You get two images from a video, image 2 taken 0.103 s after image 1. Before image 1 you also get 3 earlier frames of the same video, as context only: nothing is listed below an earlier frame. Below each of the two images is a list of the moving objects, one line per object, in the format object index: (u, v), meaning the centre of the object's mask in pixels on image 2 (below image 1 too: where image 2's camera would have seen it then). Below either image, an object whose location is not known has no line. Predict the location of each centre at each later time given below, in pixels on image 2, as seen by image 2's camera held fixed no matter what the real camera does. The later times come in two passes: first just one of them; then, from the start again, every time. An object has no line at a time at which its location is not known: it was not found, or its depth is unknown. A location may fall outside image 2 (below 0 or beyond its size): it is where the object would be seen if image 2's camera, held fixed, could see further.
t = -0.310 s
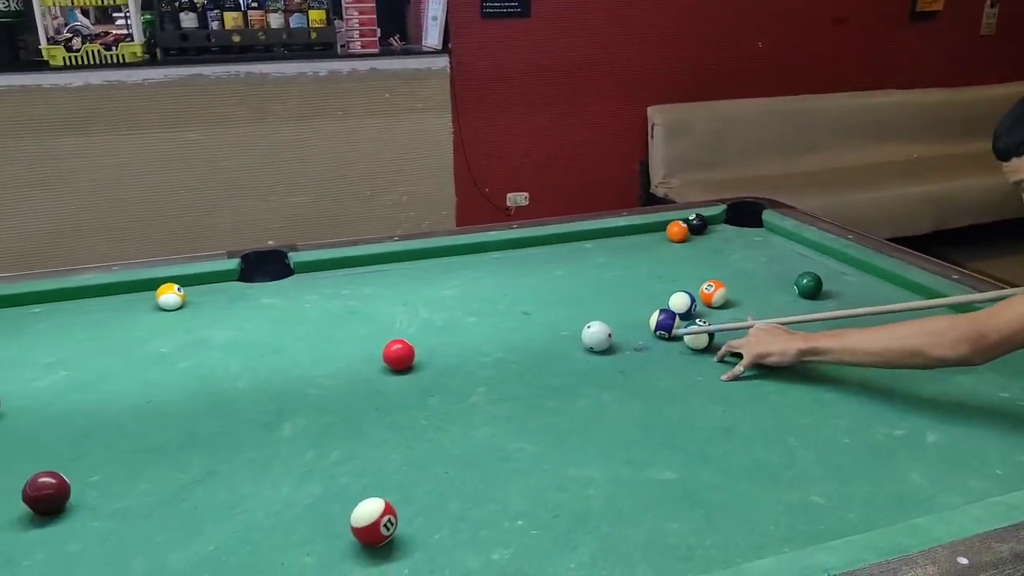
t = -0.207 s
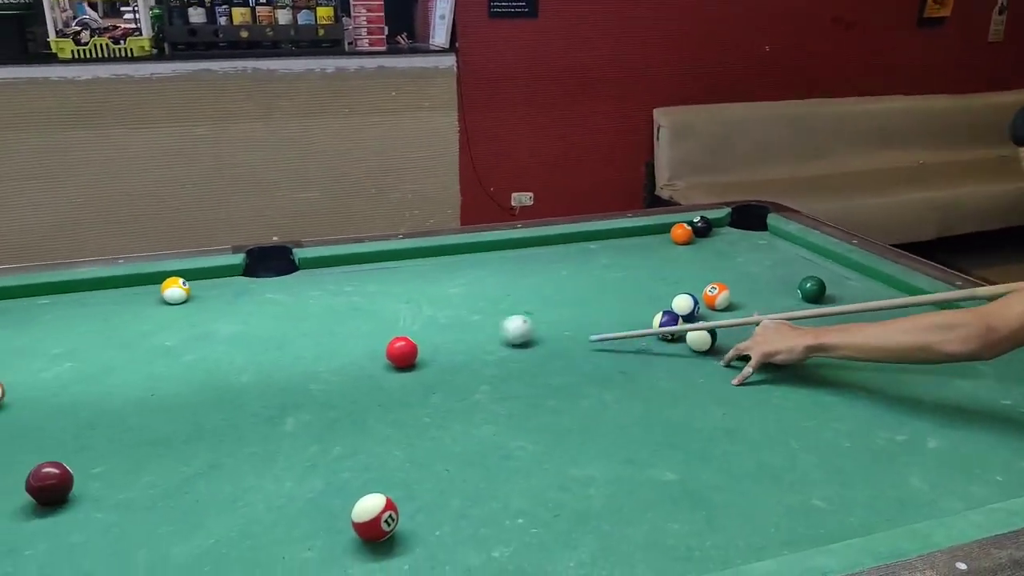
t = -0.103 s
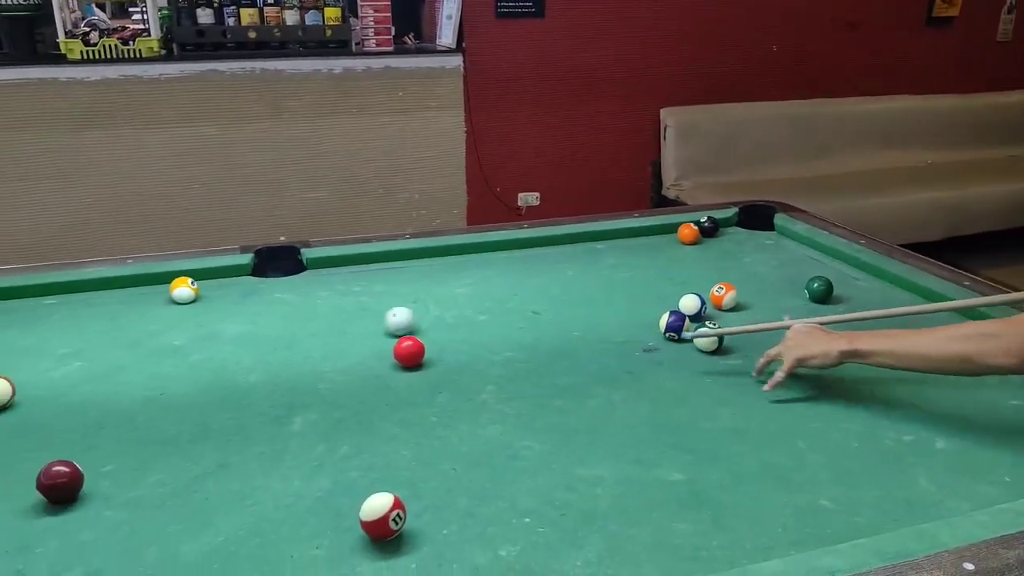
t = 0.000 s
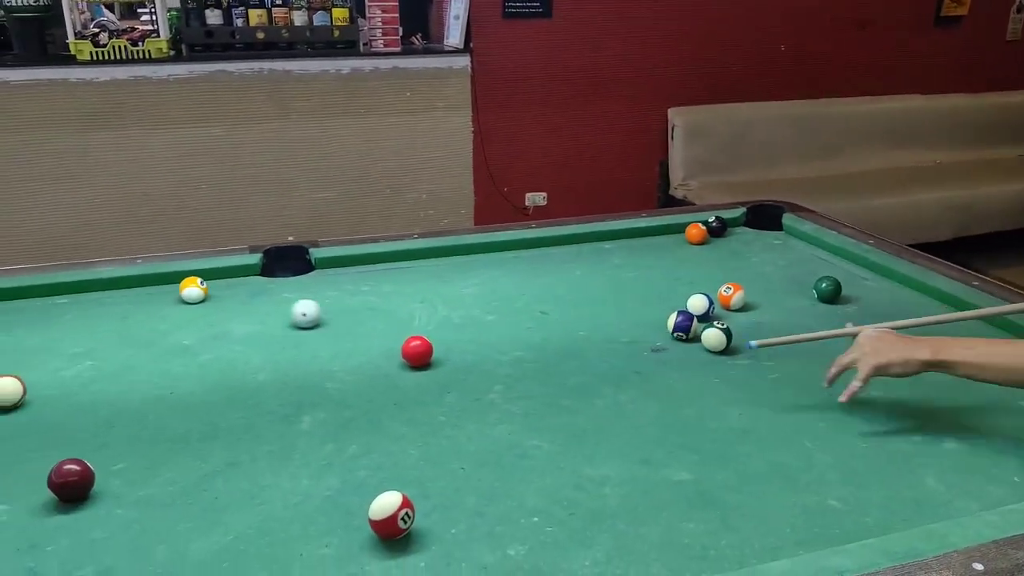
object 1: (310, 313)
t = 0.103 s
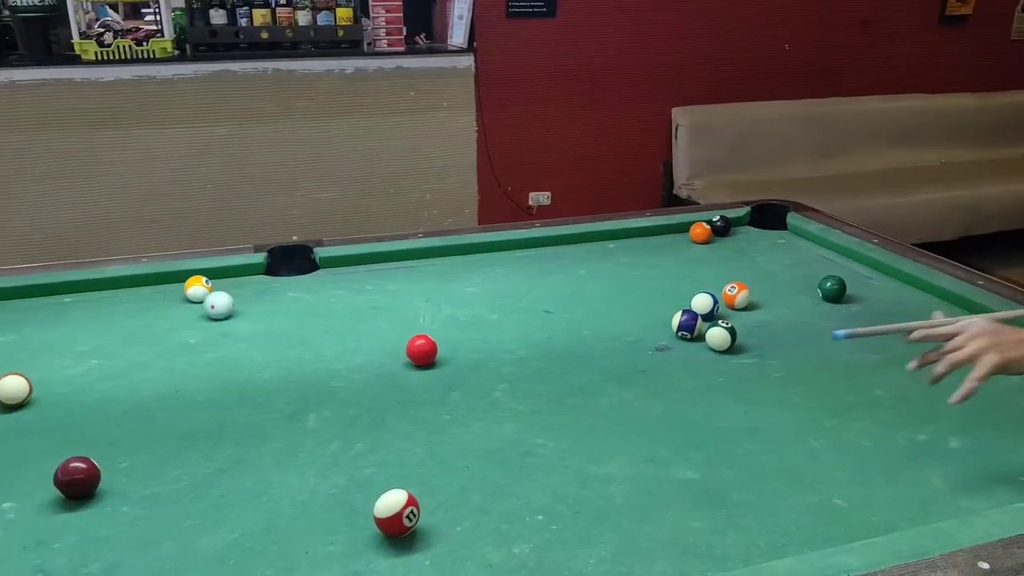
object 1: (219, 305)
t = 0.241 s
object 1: (139, 298)
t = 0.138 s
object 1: (198, 303)
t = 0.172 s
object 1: (177, 301)
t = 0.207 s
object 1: (158, 300)
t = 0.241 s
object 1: (139, 298)
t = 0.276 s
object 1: (121, 296)
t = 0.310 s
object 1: (102, 294)
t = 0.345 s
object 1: (84, 293)
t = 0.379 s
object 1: (66, 291)
